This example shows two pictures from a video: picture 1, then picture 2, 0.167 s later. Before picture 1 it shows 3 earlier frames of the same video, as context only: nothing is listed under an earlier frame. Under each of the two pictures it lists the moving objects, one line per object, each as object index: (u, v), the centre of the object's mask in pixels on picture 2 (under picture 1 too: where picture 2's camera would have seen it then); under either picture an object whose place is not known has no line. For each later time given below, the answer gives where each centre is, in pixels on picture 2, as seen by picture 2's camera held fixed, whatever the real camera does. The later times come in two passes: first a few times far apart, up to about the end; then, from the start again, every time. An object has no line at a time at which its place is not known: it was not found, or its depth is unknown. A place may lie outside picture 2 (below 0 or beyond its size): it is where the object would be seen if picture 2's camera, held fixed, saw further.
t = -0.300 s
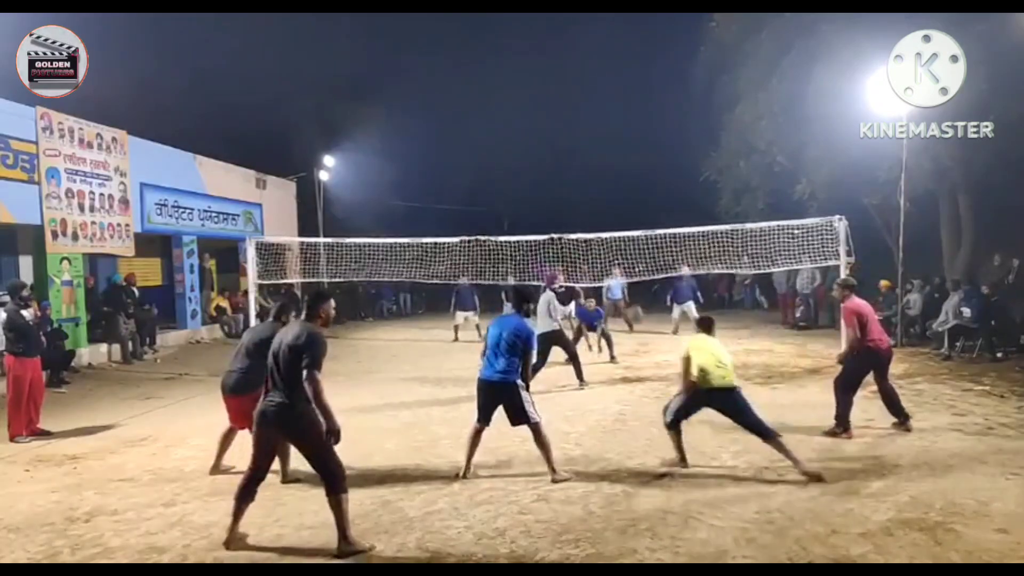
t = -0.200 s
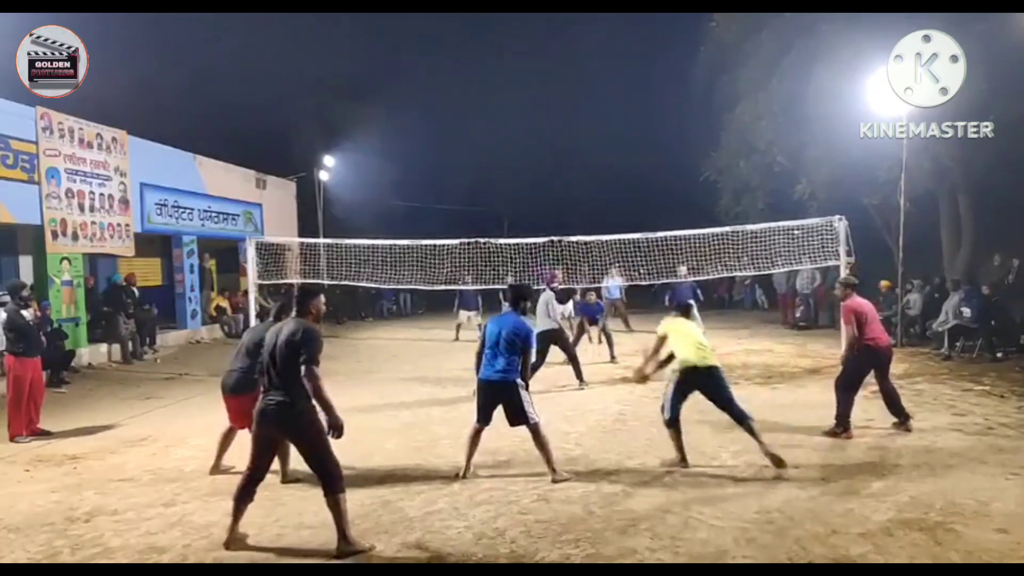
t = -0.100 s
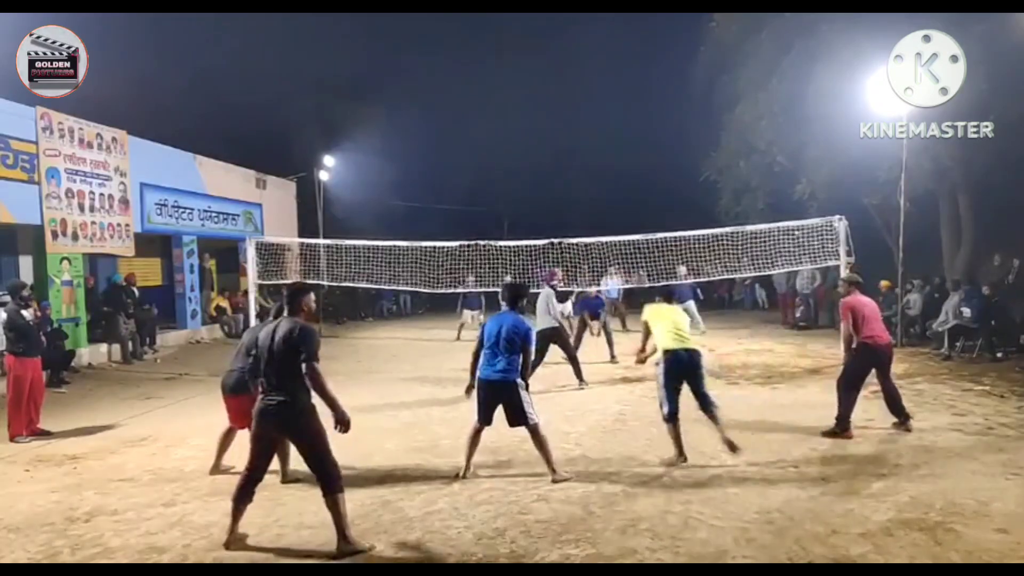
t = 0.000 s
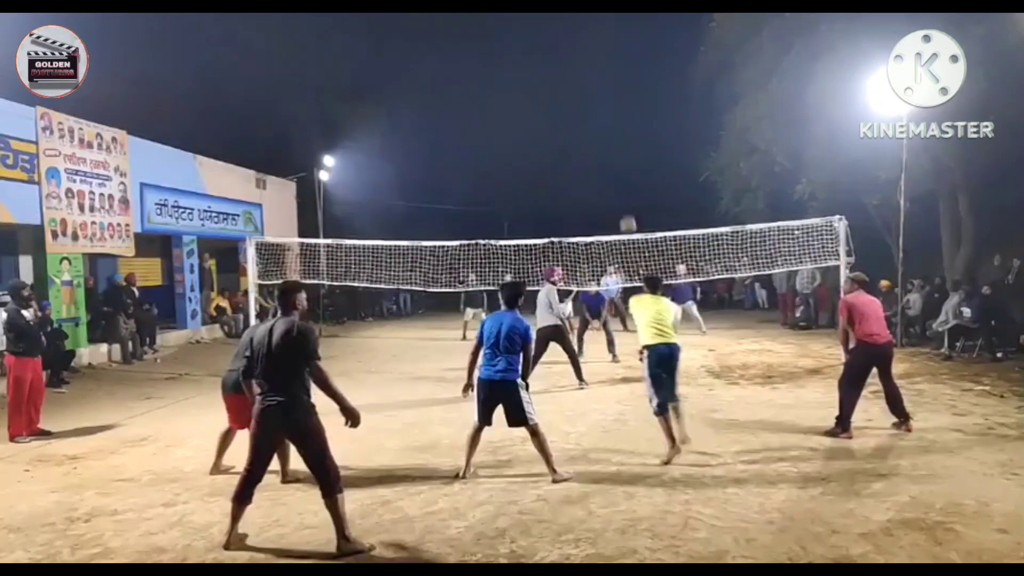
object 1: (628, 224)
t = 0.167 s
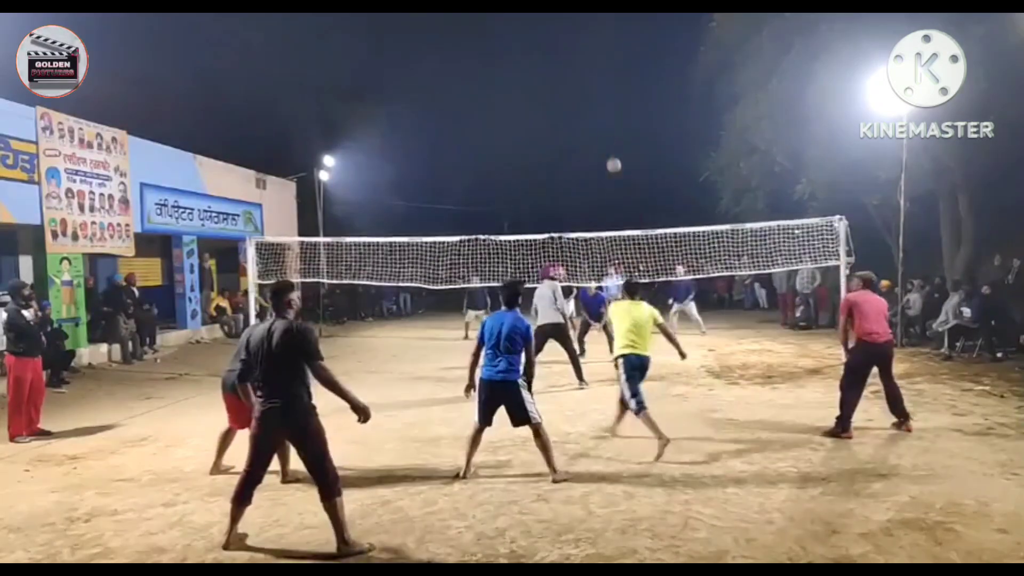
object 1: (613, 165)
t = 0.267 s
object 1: (607, 144)
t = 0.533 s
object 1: (593, 129)
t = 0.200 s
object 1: (611, 157)
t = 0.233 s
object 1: (609, 150)
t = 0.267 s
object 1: (607, 144)
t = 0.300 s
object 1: (605, 140)
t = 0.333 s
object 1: (603, 135)
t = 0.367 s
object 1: (601, 132)
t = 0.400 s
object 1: (599, 130)
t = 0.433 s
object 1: (597, 128)
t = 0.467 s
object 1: (596, 128)
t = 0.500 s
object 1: (595, 128)
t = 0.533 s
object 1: (593, 129)
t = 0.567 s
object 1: (592, 130)
